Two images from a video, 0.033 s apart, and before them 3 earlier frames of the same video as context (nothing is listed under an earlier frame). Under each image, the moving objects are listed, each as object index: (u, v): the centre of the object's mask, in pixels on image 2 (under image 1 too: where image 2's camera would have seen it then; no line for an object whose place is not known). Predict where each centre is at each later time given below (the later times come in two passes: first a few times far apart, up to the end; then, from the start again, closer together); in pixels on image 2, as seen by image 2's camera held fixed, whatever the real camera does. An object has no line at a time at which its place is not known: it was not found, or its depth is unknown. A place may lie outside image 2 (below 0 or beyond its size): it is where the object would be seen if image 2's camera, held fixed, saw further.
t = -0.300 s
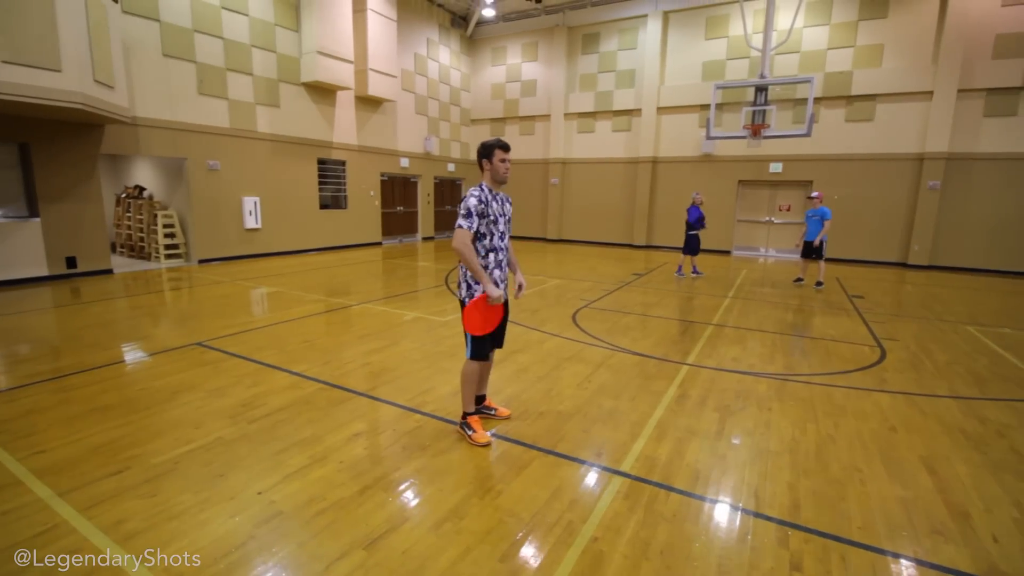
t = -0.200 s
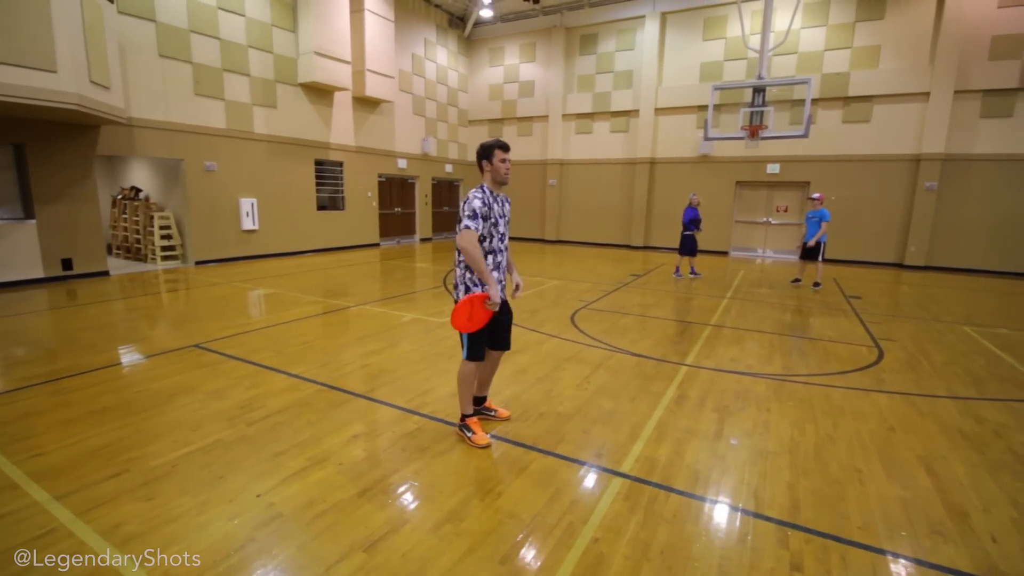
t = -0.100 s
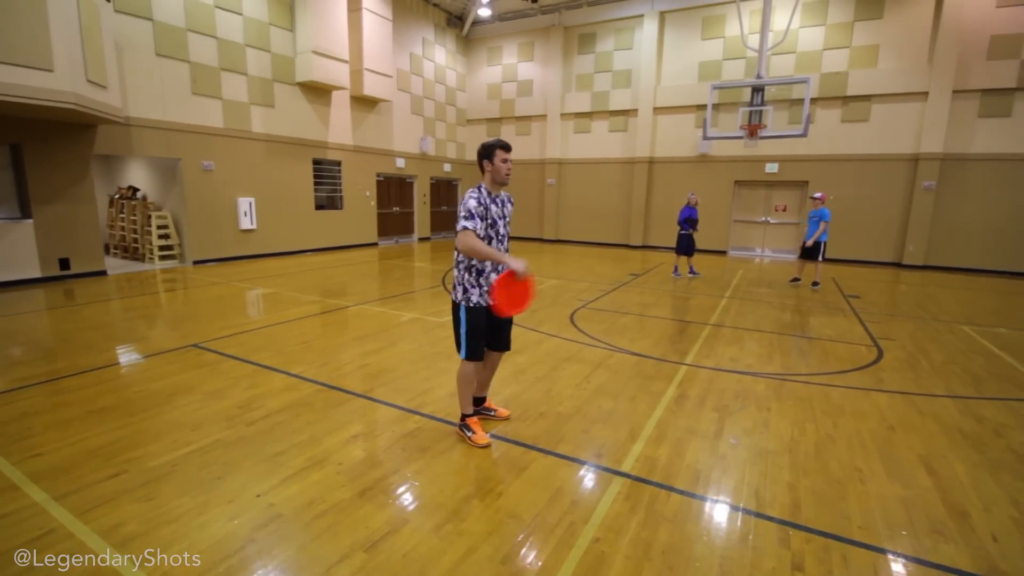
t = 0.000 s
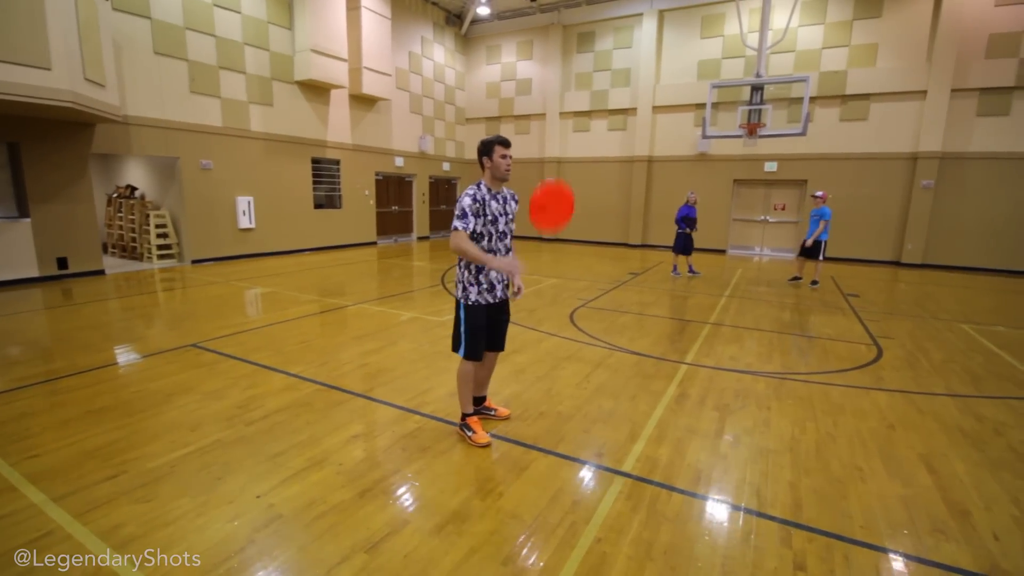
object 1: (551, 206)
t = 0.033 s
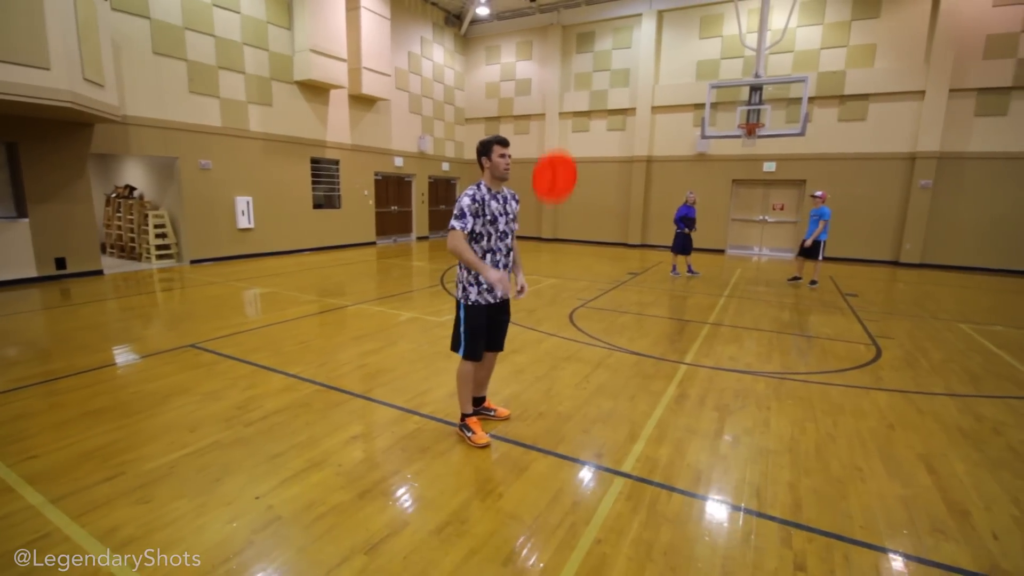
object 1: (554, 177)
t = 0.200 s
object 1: (571, 50)
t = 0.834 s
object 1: (613, 36)
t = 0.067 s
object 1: (558, 148)
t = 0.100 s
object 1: (561, 121)
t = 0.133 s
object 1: (565, 96)
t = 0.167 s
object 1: (568, 72)
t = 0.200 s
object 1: (571, 50)
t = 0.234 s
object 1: (574, 30)
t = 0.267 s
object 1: (578, 11)
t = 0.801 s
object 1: (613, 16)
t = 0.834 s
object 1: (613, 36)
